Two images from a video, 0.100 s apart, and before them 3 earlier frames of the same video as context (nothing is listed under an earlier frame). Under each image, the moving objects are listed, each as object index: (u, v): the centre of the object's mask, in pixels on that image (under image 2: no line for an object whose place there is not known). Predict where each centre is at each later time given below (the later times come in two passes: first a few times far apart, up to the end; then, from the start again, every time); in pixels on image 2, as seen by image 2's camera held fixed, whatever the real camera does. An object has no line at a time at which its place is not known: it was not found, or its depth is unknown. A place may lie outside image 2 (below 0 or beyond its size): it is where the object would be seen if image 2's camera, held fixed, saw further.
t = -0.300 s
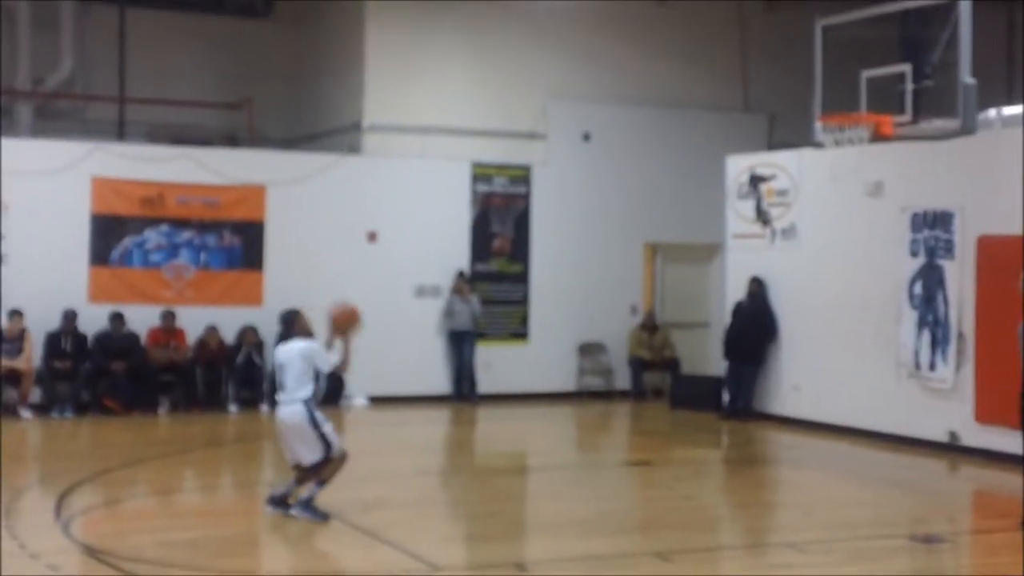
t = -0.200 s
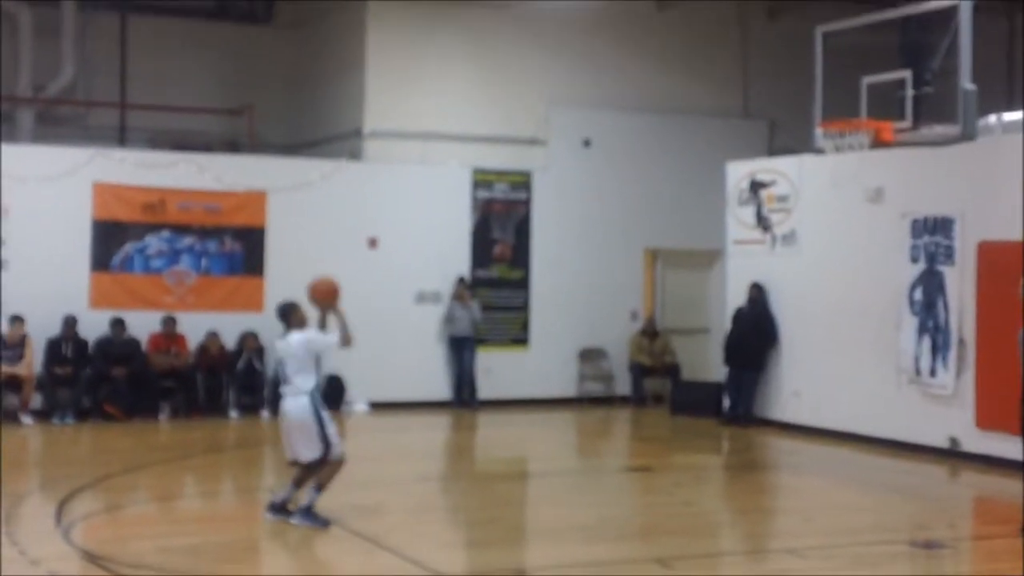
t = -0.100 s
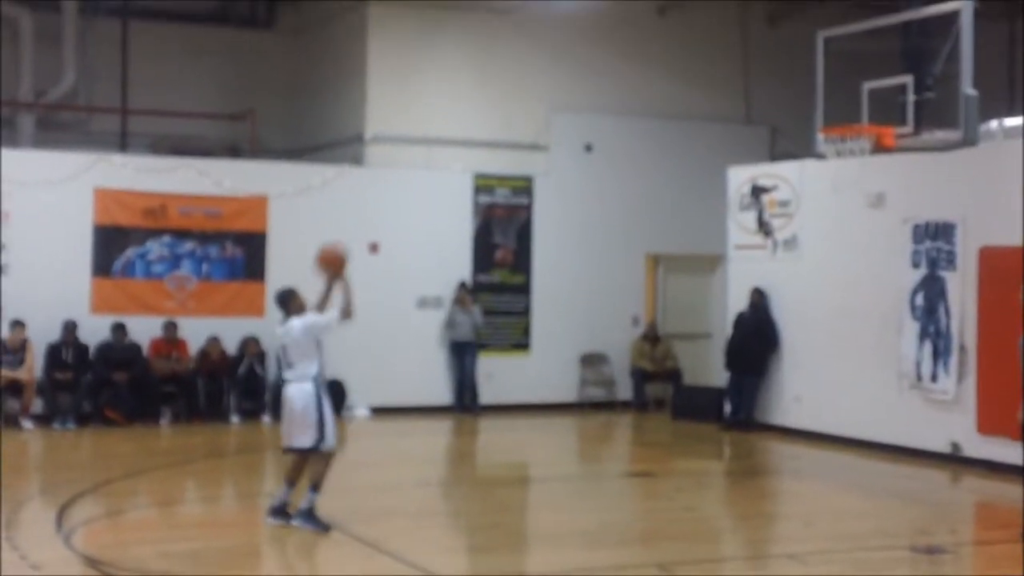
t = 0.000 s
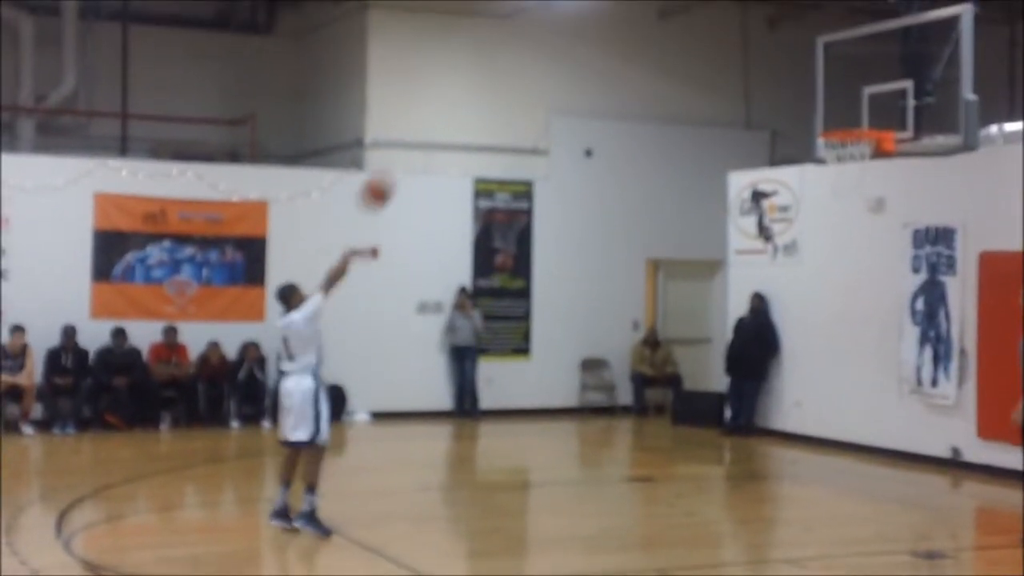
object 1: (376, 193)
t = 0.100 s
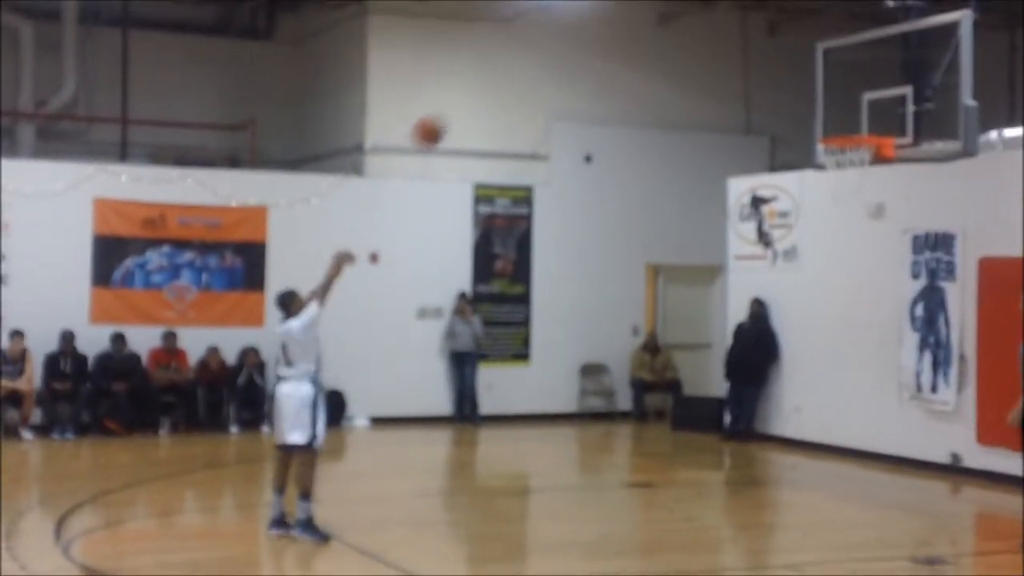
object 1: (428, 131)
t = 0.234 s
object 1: (496, 68)
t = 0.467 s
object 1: (609, 20)
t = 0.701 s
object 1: (712, 30)
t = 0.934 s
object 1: (803, 109)
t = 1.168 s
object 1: (837, 94)
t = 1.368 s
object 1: (855, 105)
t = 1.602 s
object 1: (858, 107)
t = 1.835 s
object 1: (832, 124)
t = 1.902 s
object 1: (837, 125)
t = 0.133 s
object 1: (446, 113)
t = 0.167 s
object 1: (462, 97)
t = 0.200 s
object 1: (480, 82)
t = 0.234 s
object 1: (496, 68)
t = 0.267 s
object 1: (513, 56)
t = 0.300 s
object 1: (529, 47)
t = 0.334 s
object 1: (545, 39)
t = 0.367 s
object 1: (560, 31)
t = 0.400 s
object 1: (577, 27)
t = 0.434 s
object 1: (594, 21)
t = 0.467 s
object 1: (609, 20)
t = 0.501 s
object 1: (622, 17)
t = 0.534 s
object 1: (640, 11)
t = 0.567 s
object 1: (654, 11)
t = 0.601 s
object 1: (671, 13)
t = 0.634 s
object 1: (683, 18)
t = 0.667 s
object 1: (697, 24)
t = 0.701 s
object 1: (712, 30)
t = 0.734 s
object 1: (724, 38)
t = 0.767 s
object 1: (739, 47)
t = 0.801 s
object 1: (752, 57)
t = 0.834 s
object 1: (765, 69)
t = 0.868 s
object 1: (780, 81)
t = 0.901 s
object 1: (792, 95)
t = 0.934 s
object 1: (803, 109)
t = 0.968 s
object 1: (816, 124)
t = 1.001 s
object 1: (820, 120)
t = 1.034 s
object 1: (823, 112)
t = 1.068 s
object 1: (826, 105)
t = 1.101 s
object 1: (829, 100)
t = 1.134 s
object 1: (833, 96)
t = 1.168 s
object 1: (837, 94)
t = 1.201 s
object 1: (839, 93)
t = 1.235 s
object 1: (842, 92)
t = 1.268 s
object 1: (844, 94)
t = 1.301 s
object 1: (847, 96)
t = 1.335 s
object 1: (851, 100)
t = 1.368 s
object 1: (855, 105)
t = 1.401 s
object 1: (858, 111)
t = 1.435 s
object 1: (861, 119)
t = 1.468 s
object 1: (864, 123)
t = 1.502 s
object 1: (868, 117)
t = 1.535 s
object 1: (865, 113)
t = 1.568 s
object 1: (862, 109)
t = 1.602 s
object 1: (858, 107)
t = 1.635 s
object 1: (855, 105)
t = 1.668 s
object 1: (850, 106)
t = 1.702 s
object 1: (847, 107)
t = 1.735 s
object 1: (844, 109)
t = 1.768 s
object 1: (840, 113)
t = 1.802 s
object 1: (836, 119)
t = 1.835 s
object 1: (832, 124)
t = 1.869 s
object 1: (833, 126)
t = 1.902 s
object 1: (837, 125)
